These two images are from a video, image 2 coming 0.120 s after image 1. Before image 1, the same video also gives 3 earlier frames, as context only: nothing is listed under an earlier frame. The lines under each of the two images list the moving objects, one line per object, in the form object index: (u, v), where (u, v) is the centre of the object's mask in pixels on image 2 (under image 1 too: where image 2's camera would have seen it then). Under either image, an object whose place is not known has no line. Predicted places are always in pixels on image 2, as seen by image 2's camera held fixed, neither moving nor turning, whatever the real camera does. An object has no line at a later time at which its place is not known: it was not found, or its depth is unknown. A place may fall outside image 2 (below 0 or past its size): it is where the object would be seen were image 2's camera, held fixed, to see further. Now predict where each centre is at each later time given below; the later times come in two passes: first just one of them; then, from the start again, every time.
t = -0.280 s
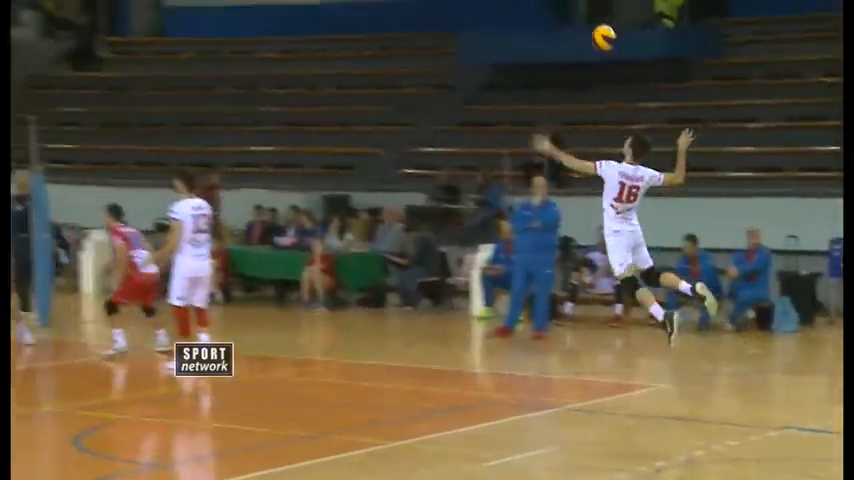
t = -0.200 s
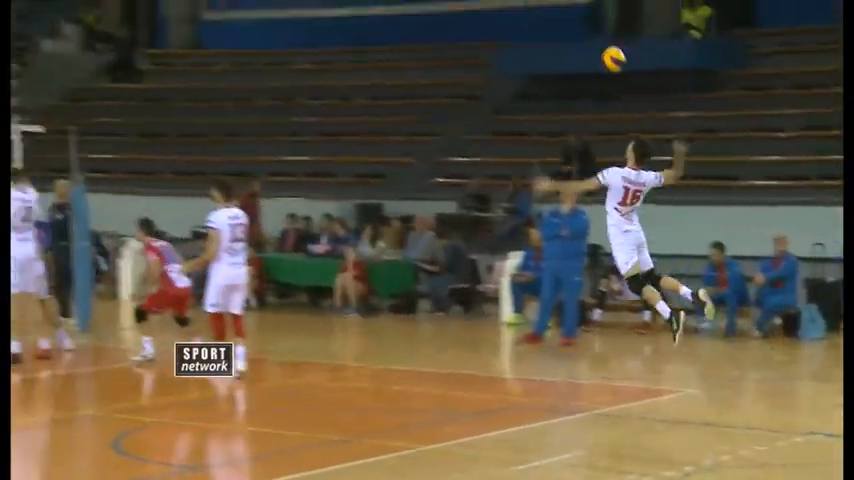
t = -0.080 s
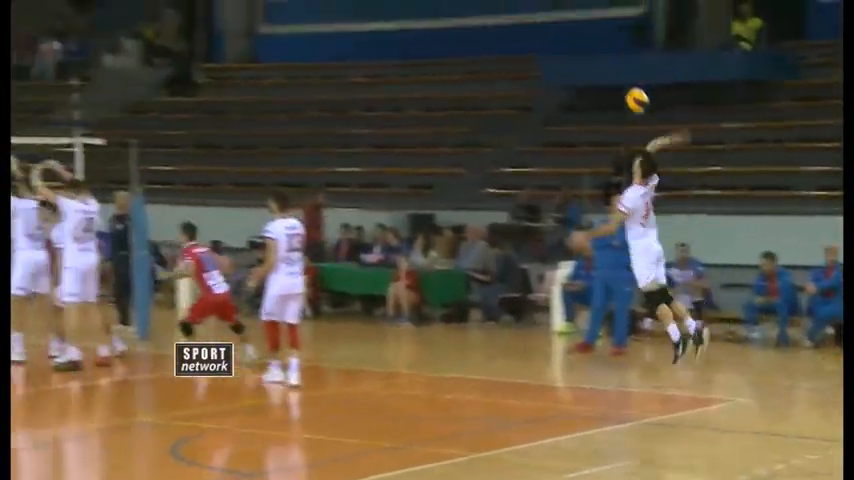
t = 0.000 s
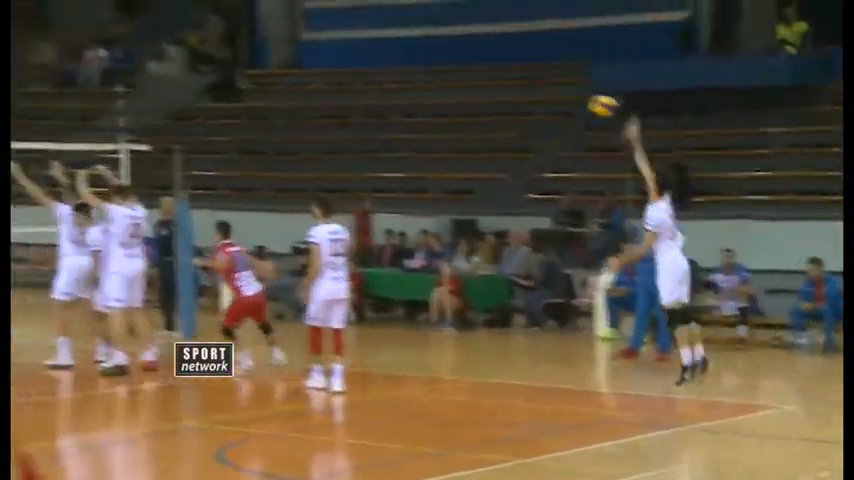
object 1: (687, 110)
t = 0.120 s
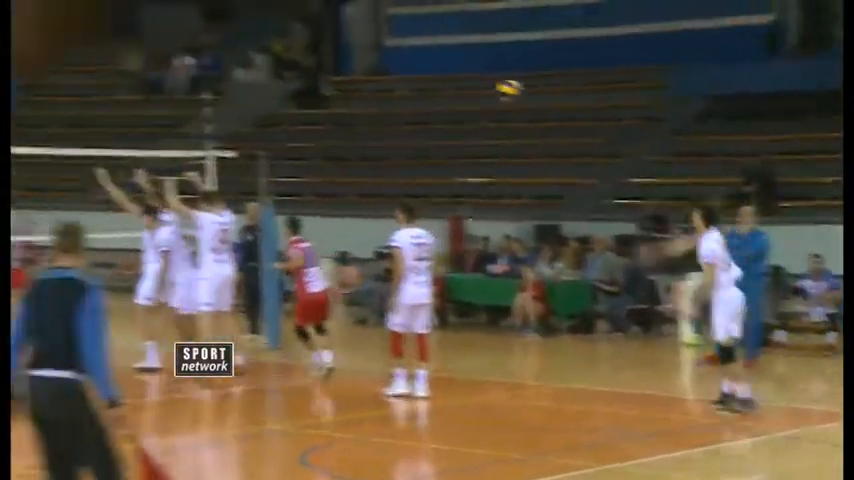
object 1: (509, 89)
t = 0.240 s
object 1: (359, 84)
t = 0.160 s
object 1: (456, 86)
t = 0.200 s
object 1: (406, 84)
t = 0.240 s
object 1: (359, 84)
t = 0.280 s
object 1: (314, 85)
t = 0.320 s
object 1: (273, 87)
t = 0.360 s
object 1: (232, 92)
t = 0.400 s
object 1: (193, 100)
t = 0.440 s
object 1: (155, 105)
